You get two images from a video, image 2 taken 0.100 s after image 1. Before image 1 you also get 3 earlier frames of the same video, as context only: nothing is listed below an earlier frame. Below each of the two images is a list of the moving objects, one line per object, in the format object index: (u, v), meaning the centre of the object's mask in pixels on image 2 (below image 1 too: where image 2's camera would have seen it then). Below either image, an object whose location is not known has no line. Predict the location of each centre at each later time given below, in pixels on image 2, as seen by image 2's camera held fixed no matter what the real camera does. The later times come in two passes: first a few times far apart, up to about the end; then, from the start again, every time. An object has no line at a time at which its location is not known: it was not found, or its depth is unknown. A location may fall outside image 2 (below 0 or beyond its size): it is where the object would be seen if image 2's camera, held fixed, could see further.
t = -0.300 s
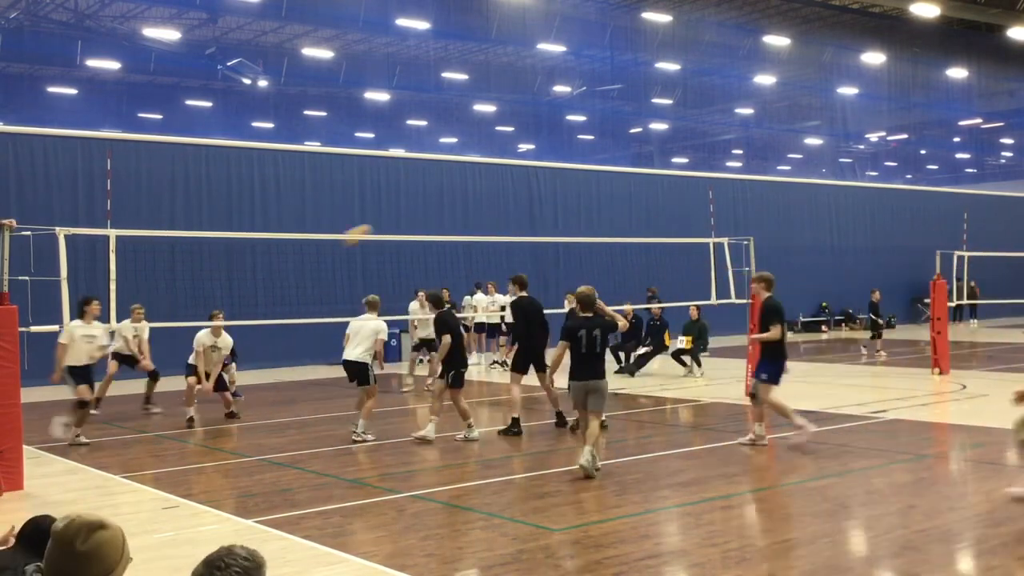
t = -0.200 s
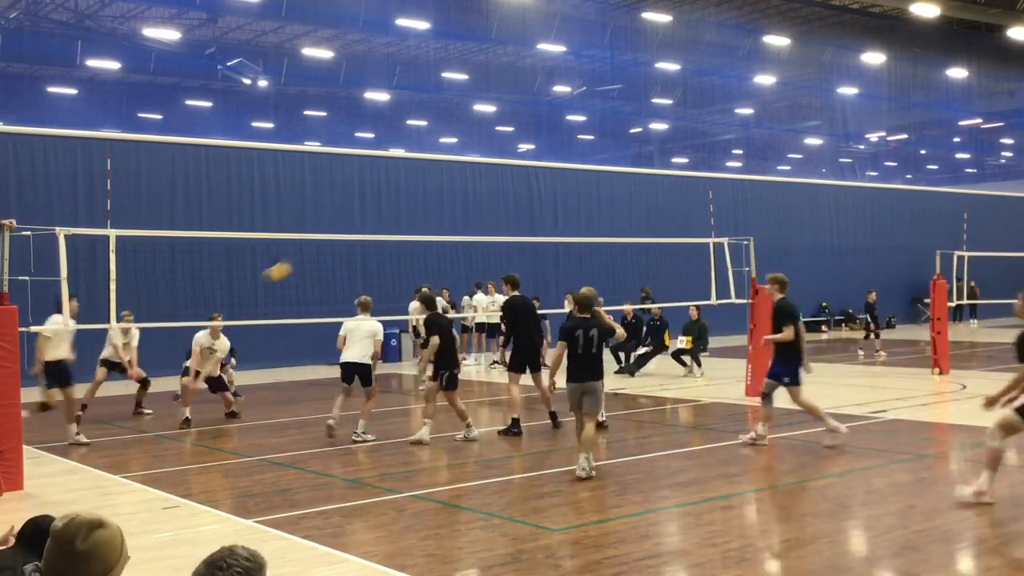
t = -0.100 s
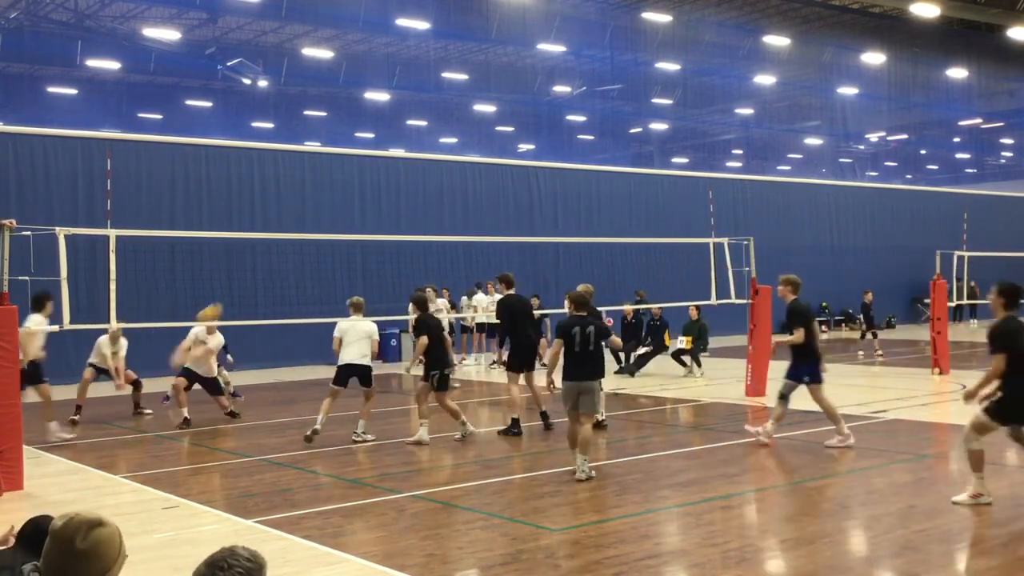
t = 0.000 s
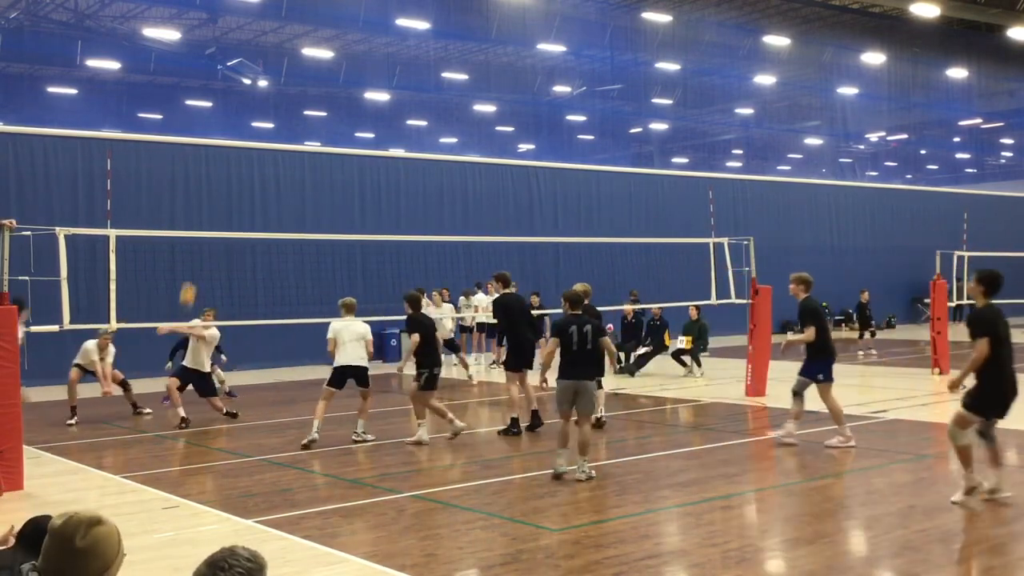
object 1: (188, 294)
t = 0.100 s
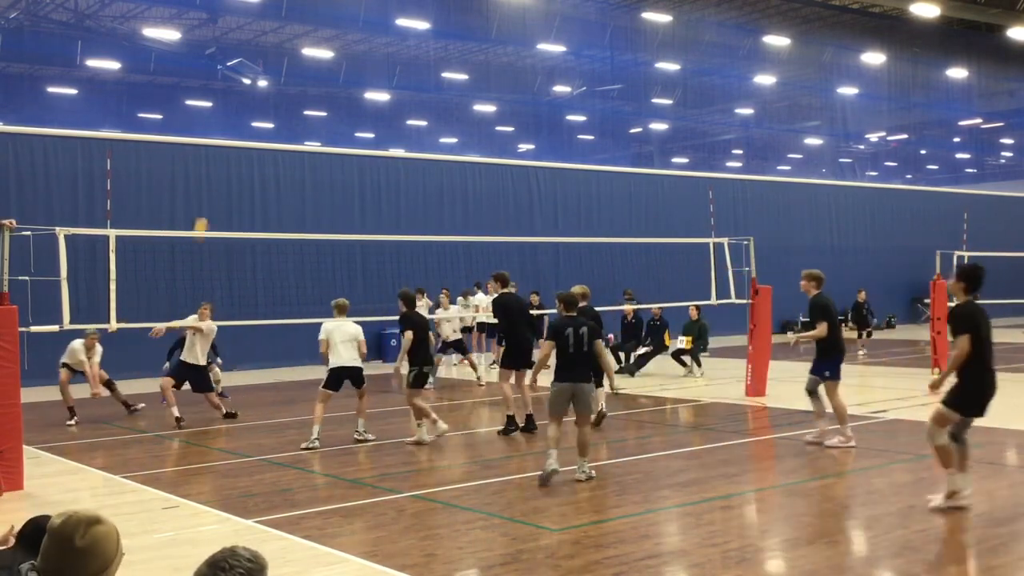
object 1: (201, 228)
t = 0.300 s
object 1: (226, 128)
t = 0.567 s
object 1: (256, 45)
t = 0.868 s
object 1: (287, 13)
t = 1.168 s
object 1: (317, 39)
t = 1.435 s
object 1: (343, 109)
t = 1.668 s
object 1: (365, 197)
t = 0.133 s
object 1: (206, 210)
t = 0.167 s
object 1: (210, 192)
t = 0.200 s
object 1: (214, 174)
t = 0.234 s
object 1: (218, 158)
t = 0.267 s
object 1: (222, 144)
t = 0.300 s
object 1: (226, 128)
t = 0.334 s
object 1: (230, 115)
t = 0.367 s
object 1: (233, 101)
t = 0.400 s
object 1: (237, 91)
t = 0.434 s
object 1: (241, 80)
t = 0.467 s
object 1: (245, 70)
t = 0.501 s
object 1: (248, 60)
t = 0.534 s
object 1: (252, 52)
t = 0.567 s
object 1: (256, 45)
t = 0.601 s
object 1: (259, 38)
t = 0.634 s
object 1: (263, 32)
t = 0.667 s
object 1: (266, 26)
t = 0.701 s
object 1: (270, 23)
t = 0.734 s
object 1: (273, 20)
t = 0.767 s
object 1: (276, 17)
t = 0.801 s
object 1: (280, 16)
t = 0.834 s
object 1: (284, 14)
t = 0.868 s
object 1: (287, 13)
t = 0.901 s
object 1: (290, 14)
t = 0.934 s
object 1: (293, 15)
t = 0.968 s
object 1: (297, 16)
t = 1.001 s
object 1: (300, 18)
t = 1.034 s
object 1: (304, 22)
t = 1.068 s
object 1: (307, 25)
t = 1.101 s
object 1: (311, 30)
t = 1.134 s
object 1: (313, 34)
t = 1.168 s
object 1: (317, 39)
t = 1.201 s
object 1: (320, 46)
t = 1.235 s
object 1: (324, 55)
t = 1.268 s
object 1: (327, 64)
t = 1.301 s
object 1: (330, 70)
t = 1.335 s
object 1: (333, 79)
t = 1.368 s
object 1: (336, 88)
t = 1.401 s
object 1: (339, 99)
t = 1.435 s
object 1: (343, 109)
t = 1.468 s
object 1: (346, 120)
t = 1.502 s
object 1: (349, 131)
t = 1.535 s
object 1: (352, 142)
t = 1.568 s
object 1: (356, 158)
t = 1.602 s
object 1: (359, 170)
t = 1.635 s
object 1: (362, 182)
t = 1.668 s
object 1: (365, 197)
